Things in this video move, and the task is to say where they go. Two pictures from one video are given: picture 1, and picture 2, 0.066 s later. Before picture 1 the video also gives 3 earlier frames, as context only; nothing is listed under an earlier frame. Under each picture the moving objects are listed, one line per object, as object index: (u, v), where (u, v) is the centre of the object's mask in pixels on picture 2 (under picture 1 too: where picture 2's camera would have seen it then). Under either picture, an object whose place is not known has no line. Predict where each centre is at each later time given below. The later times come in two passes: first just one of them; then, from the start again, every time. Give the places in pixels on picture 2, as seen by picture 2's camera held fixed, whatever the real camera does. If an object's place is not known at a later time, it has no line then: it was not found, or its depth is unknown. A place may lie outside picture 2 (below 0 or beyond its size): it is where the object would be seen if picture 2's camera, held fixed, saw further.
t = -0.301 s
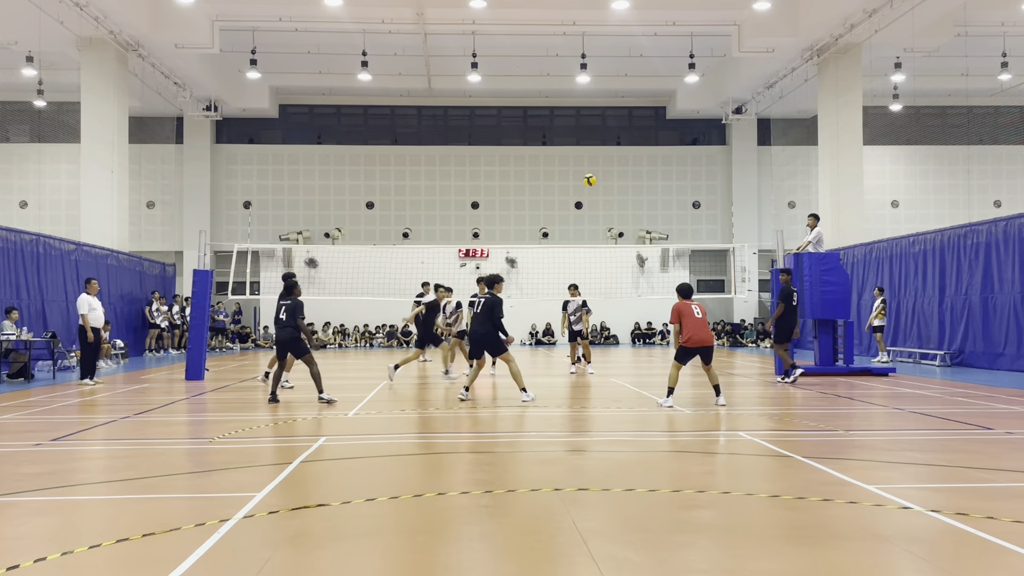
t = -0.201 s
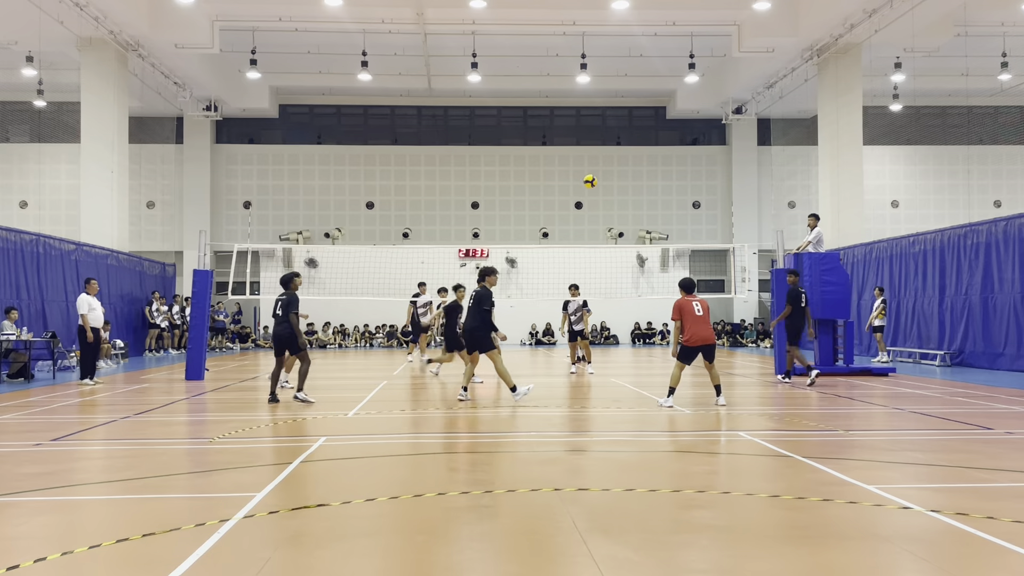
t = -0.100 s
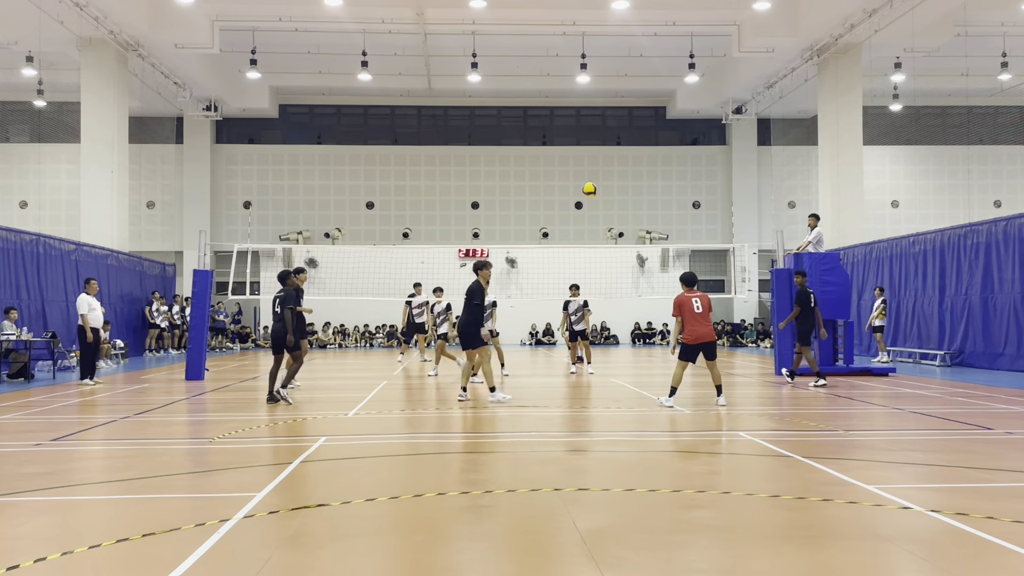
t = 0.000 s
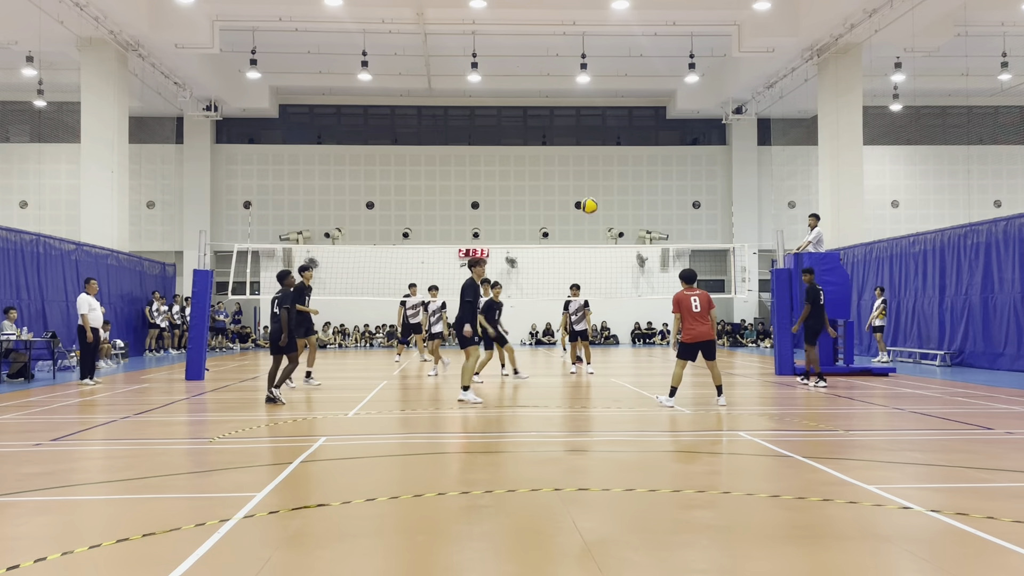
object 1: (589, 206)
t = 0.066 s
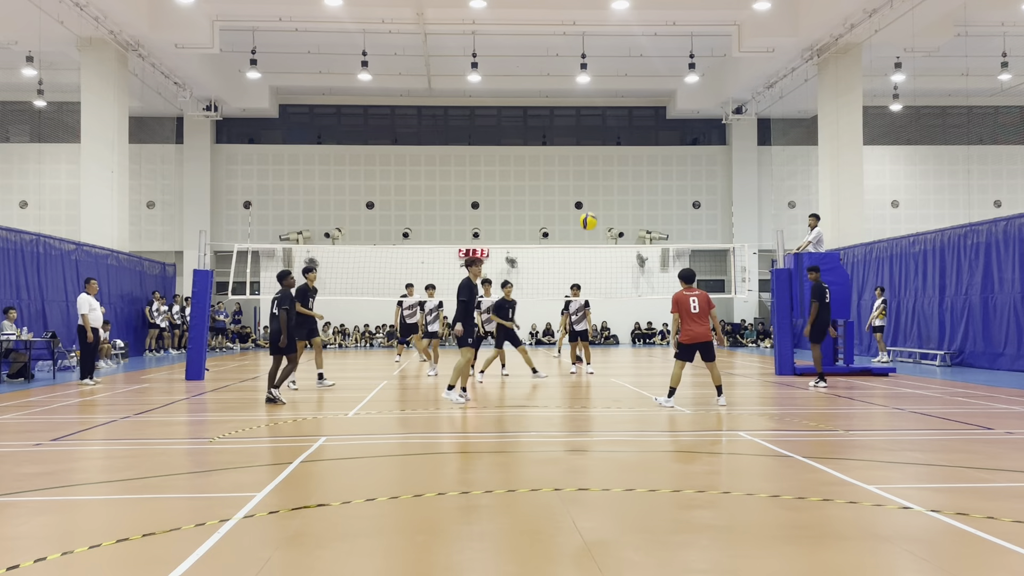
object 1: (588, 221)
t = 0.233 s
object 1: (583, 290)
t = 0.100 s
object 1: (588, 231)
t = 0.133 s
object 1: (587, 242)
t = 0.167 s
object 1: (586, 256)
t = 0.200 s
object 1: (584, 272)
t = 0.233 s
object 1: (583, 290)
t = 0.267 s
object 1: (580, 312)
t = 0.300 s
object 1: (579, 336)
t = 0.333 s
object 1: (578, 364)
